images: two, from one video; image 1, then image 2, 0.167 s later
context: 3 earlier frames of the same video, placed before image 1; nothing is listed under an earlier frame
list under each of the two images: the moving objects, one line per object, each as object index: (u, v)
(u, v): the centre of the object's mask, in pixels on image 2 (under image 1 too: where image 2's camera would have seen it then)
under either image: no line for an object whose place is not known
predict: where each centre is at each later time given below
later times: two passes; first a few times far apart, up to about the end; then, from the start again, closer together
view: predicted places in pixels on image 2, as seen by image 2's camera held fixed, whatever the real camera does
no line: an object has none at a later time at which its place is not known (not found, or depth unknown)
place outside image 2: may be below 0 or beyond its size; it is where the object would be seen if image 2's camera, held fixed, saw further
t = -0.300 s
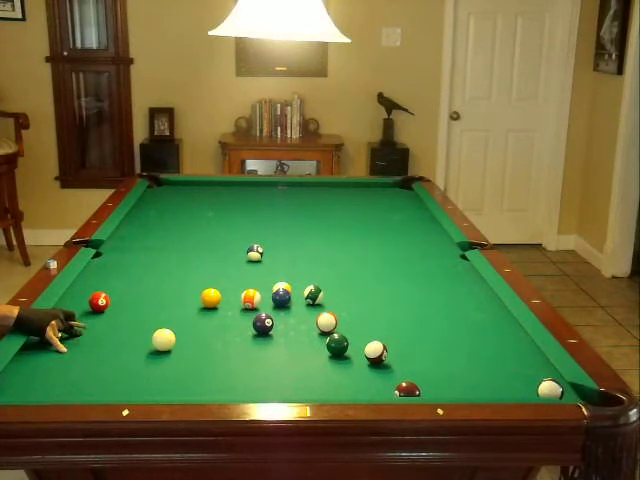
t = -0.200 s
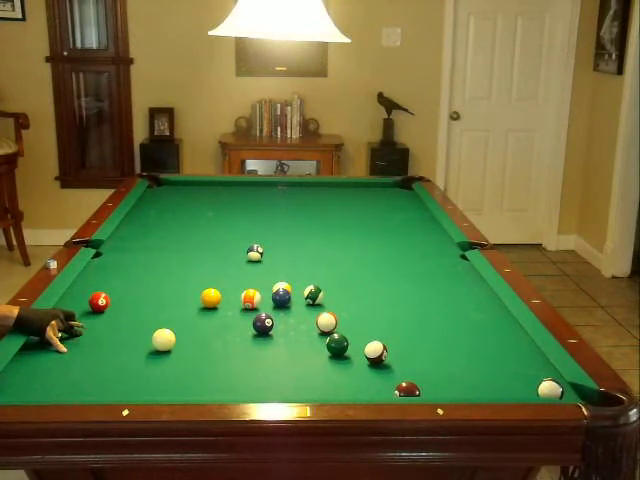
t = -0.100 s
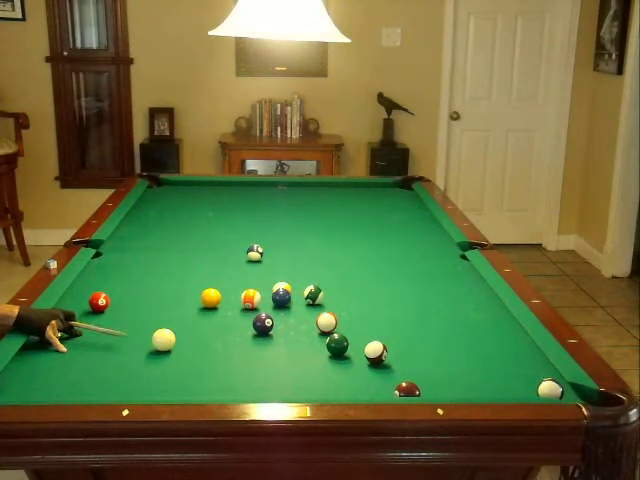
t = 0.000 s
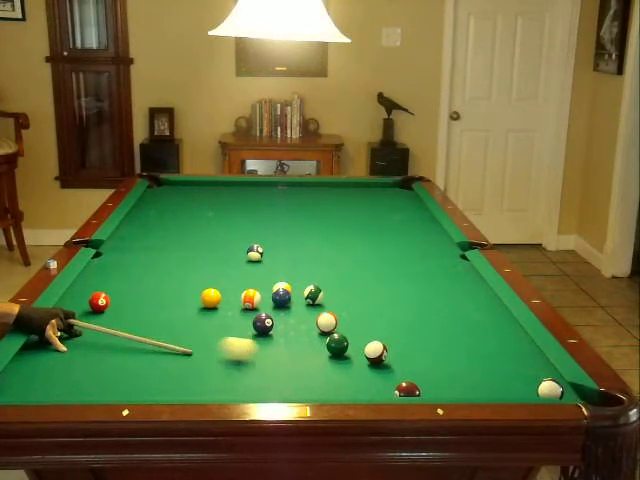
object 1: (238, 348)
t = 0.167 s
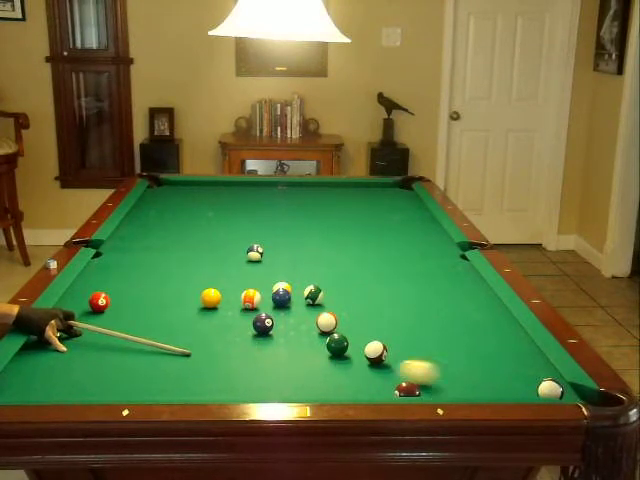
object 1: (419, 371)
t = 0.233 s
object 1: (486, 381)
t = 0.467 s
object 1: (525, 381)
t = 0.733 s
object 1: (524, 373)
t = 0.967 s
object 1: (524, 369)
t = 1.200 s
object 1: (524, 366)
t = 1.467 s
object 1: (524, 363)
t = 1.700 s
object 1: (522, 360)
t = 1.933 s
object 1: (521, 359)
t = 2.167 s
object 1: (521, 359)
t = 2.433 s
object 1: (521, 359)
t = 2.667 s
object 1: (521, 359)
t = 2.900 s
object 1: (521, 359)
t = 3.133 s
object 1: (521, 359)
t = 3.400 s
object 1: (521, 359)
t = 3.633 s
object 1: (521, 359)
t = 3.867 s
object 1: (521, 359)
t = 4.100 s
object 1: (521, 359)
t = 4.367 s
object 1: (521, 359)
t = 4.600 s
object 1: (521, 359)
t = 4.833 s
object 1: (521, 359)
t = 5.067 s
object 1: (521, 359)
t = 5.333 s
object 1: (521, 359)
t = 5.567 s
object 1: (521, 359)
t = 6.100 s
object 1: (520, 358)
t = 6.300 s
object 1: (521, 359)
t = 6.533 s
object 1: (521, 359)
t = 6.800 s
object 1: (521, 359)
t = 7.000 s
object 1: (521, 359)
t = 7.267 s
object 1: (521, 359)
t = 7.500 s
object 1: (521, 359)
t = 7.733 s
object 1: (521, 359)
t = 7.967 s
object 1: (521, 359)
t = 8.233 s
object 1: (521, 359)
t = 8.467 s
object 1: (521, 359)
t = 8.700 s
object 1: (521, 359)
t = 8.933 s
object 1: (521, 359)
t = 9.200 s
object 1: (521, 359)
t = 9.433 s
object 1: (521, 359)
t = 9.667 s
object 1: (521, 359)
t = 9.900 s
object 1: (521, 359)
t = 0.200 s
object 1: (453, 376)
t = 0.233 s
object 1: (486, 381)
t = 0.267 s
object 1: (518, 383)
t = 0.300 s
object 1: (525, 384)
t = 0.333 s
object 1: (525, 384)
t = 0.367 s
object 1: (525, 383)
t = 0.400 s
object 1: (525, 382)
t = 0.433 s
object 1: (525, 382)
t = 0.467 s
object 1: (525, 381)
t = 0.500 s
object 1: (525, 380)
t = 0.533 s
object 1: (525, 379)
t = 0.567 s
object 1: (525, 378)
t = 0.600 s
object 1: (525, 377)
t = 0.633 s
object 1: (525, 376)
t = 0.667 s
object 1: (524, 376)
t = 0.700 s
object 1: (524, 375)
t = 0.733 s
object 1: (524, 373)
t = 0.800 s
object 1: (524, 372)
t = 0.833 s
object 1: (524, 372)
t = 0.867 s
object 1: (524, 371)
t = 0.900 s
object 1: (524, 370)
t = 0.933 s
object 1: (524, 370)
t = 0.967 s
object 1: (524, 369)
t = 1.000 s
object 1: (524, 369)
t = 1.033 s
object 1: (524, 368)
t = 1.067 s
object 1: (524, 367)
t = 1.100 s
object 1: (524, 367)
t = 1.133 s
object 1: (524, 367)
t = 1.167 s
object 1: (524, 366)
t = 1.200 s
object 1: (524, 366)
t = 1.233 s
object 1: (524, 365)
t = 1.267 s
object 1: (524, 365)
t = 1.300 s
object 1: (524, 364)
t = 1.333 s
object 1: (524, 364)
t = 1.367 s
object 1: (523, 363)
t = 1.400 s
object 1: (524, 363)
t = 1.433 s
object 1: (523, 363)
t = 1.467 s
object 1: (524, 363)
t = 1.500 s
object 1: (523, 362)
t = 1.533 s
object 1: (523, 362)
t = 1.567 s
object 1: (523, 361)
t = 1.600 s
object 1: (523, 361)
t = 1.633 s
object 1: (522, 361)
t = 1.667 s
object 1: (522, 361)
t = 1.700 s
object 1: (522, 360)
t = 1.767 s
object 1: (522, 360)
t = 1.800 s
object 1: (522, 360)
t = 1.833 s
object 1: (522, 359)
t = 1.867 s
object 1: (522, 359)
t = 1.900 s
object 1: (522, 359)
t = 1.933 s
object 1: (521, 359)
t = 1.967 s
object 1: (521, 359)
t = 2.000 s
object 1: (521, 359)
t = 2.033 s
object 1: (521, 359)
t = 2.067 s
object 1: (521, 359)
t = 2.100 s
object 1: (521, 359)
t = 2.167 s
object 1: (521, 359)
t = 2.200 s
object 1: (521, 359)
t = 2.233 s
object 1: (521, 359)
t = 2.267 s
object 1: (521, 359)
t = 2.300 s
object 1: (521, 359)
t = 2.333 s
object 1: (521, 359)
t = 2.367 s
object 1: (521, 359)
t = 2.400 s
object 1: (521, 359)
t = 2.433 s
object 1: (521, 359)
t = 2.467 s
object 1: (521, 359)
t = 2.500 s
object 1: (521, 359)
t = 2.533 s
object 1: (521, 359)
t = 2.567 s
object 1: (521, 359)
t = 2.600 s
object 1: (521, 359)
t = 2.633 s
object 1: (521, 359)
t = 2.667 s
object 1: (521, 359)
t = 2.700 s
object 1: (521, 359)
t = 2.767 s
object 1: (521, 359)
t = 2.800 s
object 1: (521, 359)
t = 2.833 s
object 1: (521, 359)
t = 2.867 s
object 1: (521, 359)
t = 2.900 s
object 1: (521, 359)
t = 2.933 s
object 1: (521, 359)
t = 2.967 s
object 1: (521, 359)
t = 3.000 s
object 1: (521, 359)
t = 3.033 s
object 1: (521, 359)
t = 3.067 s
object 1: (521, 359)
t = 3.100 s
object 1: (521, 359)
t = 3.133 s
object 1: (521, 359)
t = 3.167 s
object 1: (521, 359)
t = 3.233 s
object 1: (521, 359)
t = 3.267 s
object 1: (521, 359)
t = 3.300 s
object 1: (521, 359)
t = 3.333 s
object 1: (521, 359)
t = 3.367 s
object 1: (521, 359)
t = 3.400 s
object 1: (521, 359)
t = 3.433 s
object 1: (521, 359)
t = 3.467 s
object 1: (521, 359)
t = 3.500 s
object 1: (521, 359)
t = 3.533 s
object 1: (521, 359)
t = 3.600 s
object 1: (521, 359)
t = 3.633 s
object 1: (521, 359)
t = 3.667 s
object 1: (521, 359)
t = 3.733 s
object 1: (521, 359)
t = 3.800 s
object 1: (521, 359)
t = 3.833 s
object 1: (521, 359)
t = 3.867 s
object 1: (521, 359)
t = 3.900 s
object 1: (521, 359)
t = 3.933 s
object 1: (521, 359)
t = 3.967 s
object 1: (521, 359)
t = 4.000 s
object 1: (521, 359)
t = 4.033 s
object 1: (521, 359)
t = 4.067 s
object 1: (521, 359)
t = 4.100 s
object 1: (521, 359)
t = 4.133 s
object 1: (521, 359)
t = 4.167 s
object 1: (521, 359)
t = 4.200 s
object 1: (521, 359)
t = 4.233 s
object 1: (521, 359)
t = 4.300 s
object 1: (521, 359)
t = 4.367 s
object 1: (521, 359)
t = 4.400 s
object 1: (521, 359)
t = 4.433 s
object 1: (521, 359)
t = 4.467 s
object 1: (521, 359)
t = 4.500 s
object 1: (521, 359)
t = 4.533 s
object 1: (521, 359)
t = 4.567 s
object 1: (521, 359)
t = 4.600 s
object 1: (521, 359)
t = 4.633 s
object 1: (521, 359)
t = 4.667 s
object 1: (521, 359)
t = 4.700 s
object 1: (521, 359)
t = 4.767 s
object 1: (521, 359)
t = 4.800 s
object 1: (521, 359)
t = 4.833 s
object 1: (521, 359)
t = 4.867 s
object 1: (521, 359)
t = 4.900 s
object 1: (521, 359)
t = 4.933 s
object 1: (521, 359)
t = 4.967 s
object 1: (521, 359)
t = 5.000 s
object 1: (521, 359)
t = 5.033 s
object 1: (521, 359)
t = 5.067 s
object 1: (521, 359)
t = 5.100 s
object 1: (521, 359)
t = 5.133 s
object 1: (521, 359)
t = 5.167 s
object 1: (521, 359)
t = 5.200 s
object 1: (521, 359)
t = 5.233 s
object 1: (521, 359)
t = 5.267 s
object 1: (521, 359)
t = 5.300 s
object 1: (521, 359)
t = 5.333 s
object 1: (521, 359)
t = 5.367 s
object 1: (521, 359)
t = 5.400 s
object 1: (519, 357)
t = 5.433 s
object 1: (520, 359)
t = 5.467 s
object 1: (521, 359)
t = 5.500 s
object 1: (521, 359)
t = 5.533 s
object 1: (521, 359)
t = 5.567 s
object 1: (521, 359)
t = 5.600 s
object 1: (521, 359)
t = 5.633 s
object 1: (521, 359)
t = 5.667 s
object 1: (521, 359)
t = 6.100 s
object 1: (520, 358)
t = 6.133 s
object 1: (521, 358)
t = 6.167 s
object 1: (521, 359)
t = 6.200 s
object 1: (521, 358)
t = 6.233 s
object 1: (521, 359)
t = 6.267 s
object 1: (521, 359)
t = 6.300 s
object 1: (521, 359)
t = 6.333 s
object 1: (521, 359)
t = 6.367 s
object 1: (521, 359)
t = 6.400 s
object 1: (521, 359)
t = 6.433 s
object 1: (521, 359)
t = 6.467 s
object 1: (521, 359)
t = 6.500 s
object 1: (521, 359)
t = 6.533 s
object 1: (521, 359)
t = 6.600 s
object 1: (521, 359)
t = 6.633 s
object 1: (521, 359)
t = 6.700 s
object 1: (521, 359)
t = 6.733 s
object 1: (521, 359)
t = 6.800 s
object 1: (521, 359)
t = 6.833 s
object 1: (521, 359)
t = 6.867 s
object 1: (521, 359)
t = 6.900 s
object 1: (521, 359)
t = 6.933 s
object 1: (521, 359)
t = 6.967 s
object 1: (521, 359)
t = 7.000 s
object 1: (521, 359)
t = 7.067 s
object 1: (521, 359)
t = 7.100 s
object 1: (521, 359)
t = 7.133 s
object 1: (521, 359)
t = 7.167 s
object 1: (521, 359)
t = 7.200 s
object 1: (521, 359)
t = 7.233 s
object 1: (521, 359)
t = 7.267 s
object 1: (521, 359)
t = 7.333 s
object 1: (521, 359)
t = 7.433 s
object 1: (521, 359)
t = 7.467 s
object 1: (521, 359)
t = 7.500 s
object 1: (521, 359)
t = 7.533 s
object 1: (521, 359)
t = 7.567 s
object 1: (521, 359)
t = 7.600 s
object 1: (521, 359)
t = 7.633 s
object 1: (521, 359)
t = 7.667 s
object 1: (521, 359)
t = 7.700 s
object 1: (521, 359)
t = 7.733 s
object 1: (521, 359)
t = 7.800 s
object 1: (521, 359)
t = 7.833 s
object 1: (521, 359)
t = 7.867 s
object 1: (521, 359)
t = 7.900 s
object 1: (521, 359)
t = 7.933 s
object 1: (521, 359)
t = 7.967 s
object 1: (521, 359)
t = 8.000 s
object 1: (521, 359)
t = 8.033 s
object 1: (521, 359)
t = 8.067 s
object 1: (521, 359)
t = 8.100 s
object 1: (521, 359)
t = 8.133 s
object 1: (521, 359)
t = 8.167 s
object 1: (521, 359)
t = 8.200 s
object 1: (521, 359)
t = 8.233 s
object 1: (521, 359)
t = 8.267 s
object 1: (521, 359)
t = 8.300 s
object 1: (521, 359)
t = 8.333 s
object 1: (521, 359)
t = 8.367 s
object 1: (521, 359)
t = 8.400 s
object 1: (521, 359)
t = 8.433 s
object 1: (521, 359)
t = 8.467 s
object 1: (521, 359)
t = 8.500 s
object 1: (521, 359)
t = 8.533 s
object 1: (521, 359)
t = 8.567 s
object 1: (521, 359)
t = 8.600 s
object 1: (521, 359)
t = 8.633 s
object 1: (521, 359)
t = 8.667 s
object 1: (521, 359)
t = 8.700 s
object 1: (521, 359)
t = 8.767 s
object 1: (521, 359)
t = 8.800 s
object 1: (521, 359)
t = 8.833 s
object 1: (521, 359)
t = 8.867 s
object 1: (521, 359)
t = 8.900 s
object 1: (521, 359)
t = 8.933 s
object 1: (521, 359)
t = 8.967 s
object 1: (521, 359)
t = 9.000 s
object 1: (521, 359)
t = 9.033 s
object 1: (521, 359)
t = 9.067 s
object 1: (521, 359)
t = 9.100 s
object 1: (521, 359)
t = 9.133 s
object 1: (521, 359)
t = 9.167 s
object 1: (521, 359)
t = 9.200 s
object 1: (521, 359)
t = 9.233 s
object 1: (521, 359)
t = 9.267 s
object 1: (521, 359)
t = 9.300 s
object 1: (521, 359)
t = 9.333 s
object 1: (521, 359)
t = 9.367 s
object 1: (521, 359)
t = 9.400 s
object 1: (521, 359)
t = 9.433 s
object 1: (521, 359)
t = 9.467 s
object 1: (521, 359)
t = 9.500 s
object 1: (521, 359)
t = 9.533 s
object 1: (521, 359)
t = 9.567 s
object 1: (521, 359)
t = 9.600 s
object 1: (521, 359)
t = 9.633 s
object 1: (521, 359)
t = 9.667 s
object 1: (521, 359)
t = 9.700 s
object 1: (521, 359)
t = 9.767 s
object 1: (521, 359)
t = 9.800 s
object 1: (521, 359)
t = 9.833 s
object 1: (521, 359)
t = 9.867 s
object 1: (521, 359)
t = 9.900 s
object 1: (521, 359)
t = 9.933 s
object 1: (521, 359)
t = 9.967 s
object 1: (521, 359)
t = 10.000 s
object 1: (521, 359)
